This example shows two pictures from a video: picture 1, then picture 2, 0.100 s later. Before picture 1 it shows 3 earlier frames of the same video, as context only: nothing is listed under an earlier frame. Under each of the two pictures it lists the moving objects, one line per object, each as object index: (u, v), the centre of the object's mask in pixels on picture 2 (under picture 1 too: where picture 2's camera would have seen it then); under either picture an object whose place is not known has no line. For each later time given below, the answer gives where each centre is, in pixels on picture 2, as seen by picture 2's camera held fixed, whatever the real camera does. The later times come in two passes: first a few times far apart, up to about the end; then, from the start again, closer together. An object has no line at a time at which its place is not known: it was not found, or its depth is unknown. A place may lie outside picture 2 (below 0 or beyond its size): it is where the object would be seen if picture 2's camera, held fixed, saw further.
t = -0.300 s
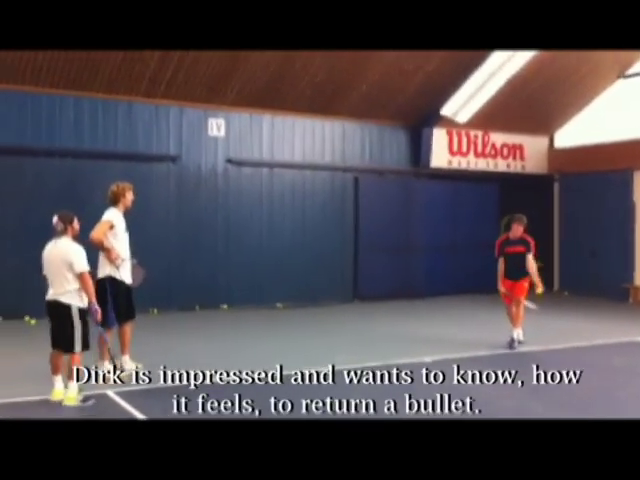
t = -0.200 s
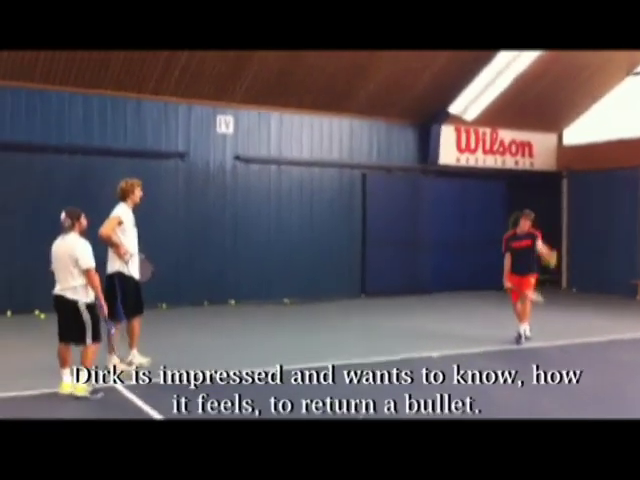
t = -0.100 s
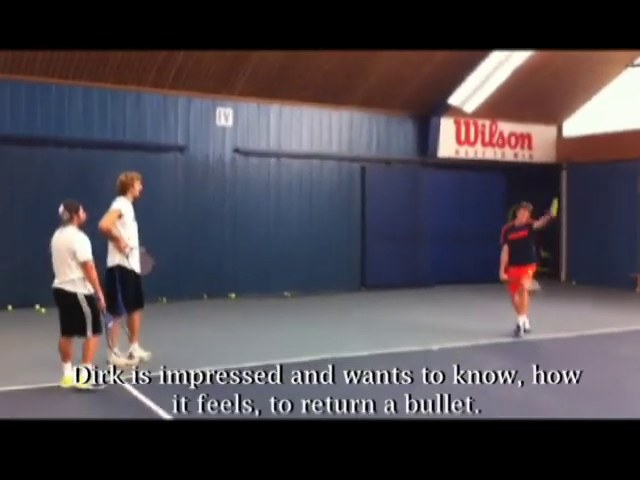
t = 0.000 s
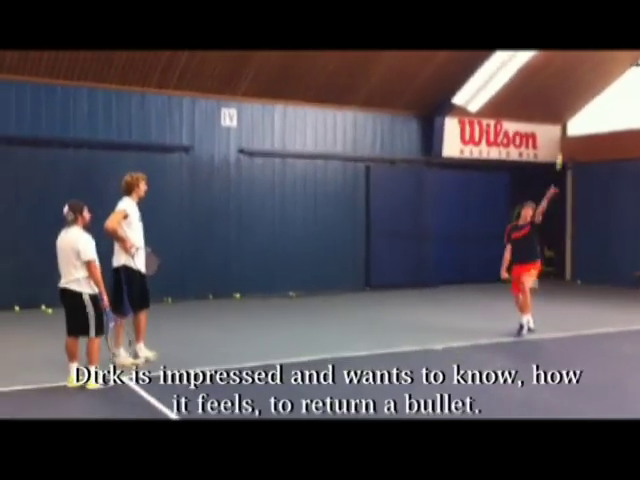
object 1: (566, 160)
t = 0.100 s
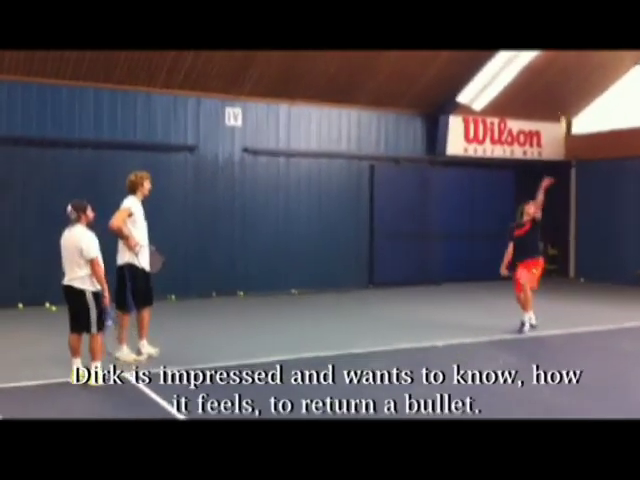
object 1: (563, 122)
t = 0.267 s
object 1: (561, 78)
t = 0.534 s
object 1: (563, 49)
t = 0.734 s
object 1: (562, 61)
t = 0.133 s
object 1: (562, 113)
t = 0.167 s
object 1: (564, 102)
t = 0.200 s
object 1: (565, 93)
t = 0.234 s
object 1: (563, 85)
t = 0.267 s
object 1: (561, 78)
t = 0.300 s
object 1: (563, 71)
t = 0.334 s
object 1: (564, 65)
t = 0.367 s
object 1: (563, 60)
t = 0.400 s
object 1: (563, 57)
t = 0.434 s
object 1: (563, 54)
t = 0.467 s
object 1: (563, 51)
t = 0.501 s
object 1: (563, 49)
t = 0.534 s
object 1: (563, 49)
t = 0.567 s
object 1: (563, 49)
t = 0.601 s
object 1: (562, 49)
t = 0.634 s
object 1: (563, 50)
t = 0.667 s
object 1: (563, 53)
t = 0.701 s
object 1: (562, 57)
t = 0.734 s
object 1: (562, 61)
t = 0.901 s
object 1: (562, 93)
